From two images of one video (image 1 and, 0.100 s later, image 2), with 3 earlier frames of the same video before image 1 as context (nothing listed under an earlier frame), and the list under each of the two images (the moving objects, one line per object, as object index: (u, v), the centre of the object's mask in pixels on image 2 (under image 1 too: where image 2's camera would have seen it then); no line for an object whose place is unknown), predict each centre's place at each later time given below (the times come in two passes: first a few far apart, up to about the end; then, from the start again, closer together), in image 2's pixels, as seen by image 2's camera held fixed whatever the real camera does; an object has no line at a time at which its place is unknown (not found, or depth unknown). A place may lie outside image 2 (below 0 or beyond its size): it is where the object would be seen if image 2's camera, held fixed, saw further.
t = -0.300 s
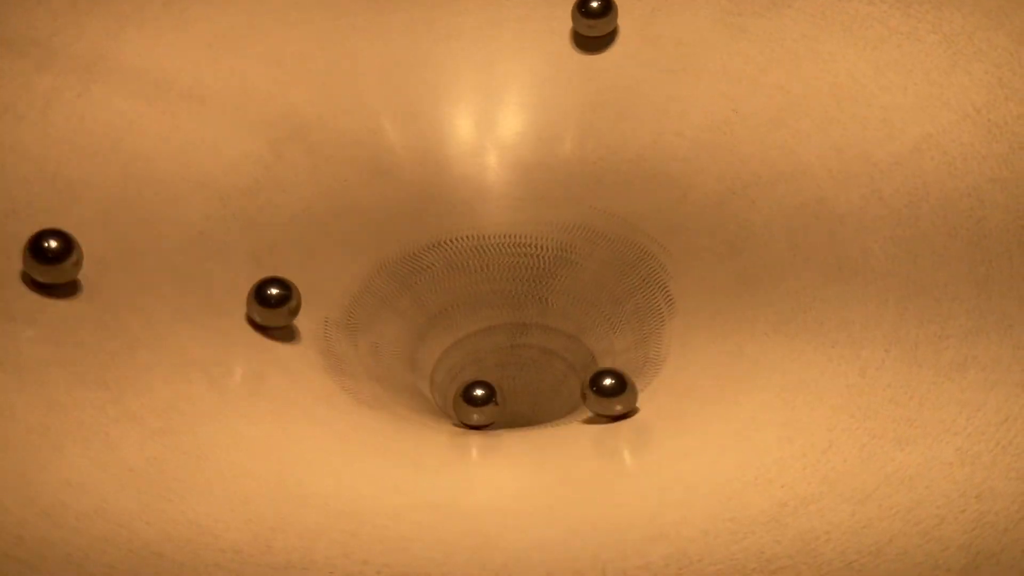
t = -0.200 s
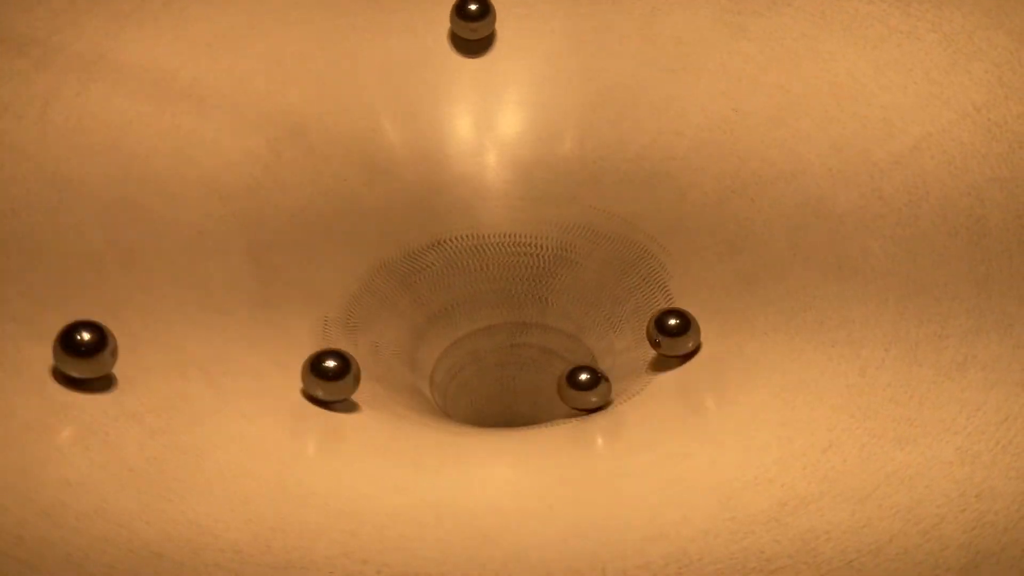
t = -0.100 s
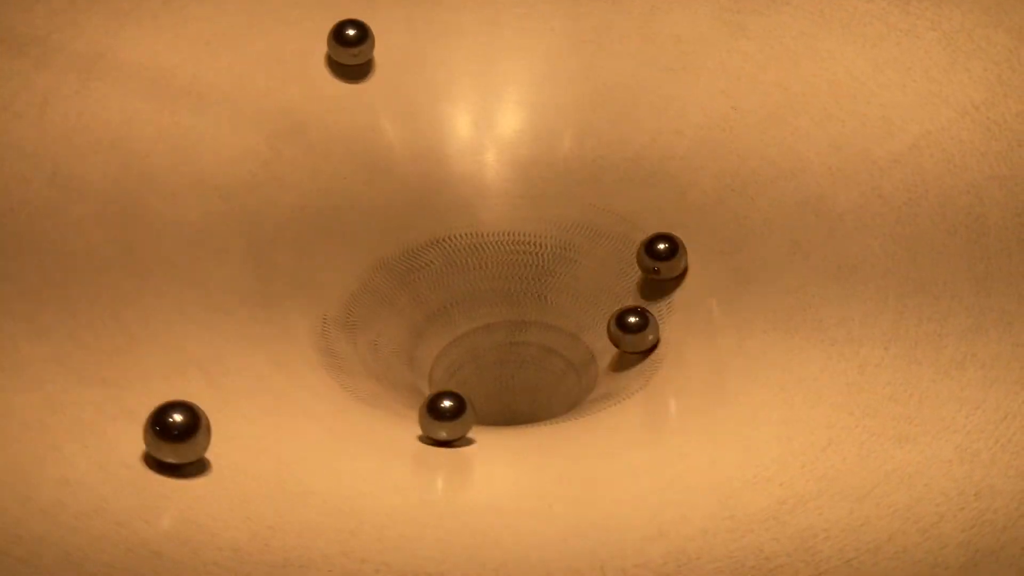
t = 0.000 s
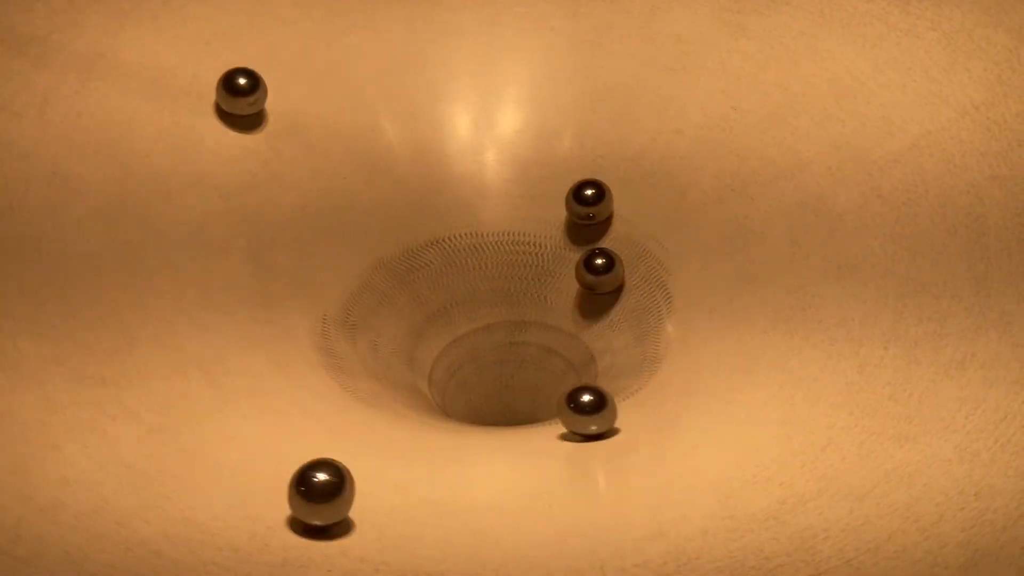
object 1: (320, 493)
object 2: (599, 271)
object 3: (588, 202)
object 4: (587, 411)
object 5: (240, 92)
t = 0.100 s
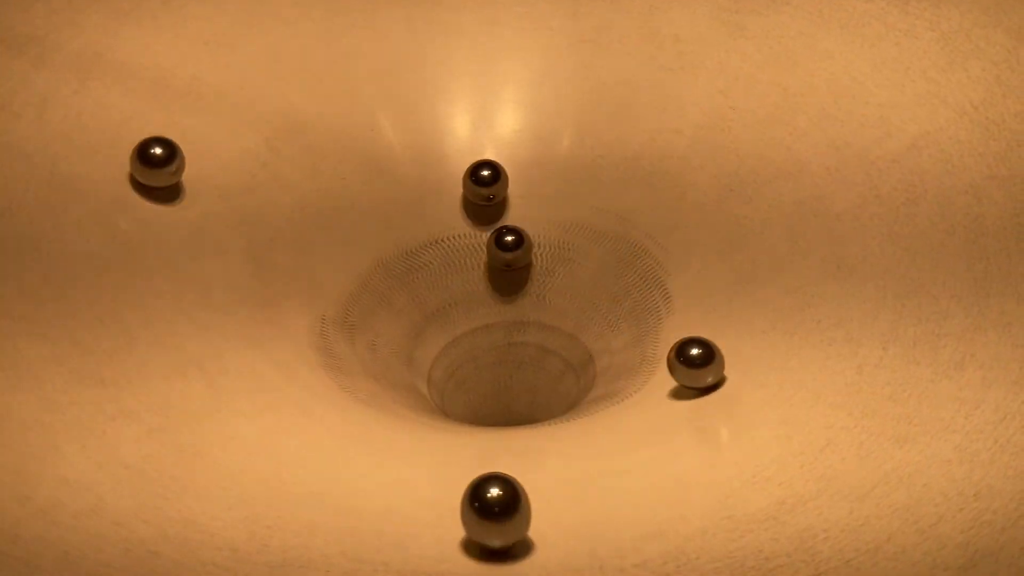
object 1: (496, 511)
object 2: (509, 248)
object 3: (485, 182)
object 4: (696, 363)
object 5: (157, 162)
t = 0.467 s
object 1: (936, 285)
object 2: (478, 404)
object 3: (348, 364)
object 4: (593, 142)
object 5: (291, 453)
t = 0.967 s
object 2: (401, 275)
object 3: (619, 196)
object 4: (315, 374)
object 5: (862, 261)
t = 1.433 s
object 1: (60, 139)
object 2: (618, 307)
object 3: (357, 362)
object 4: (723, 259)
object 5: (465, 21)
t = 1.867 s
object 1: (307, 484)
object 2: (405, 370)
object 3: (683, 257)
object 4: (333, 173)
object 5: (95, 220)
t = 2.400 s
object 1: (917, 194)
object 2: (442, 260)
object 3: (341, 356)
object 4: (625, 397)
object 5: (715, 422)
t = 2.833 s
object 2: (620, 350)
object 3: (671, 281)
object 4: (565, 131)
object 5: (774, 71)
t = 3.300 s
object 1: (81, 159)
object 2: (402, 367)
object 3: (311, 284)
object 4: (320, 364)
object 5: (268, 77)
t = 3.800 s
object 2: (469, 262)
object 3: (669, 272)
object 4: (725, 236)
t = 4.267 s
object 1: (925, 179)
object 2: (611, 353)
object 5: (867, 262)
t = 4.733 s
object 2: (410, 373)
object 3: (685, 301)
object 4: (632, 397)
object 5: (468, 33)
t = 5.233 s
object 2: (444, 264)
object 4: (468, 149)
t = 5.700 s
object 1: (603, 487)
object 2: (615, 317)
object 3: (677, 316)
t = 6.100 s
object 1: (893, 167)
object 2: (414, 372)
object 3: (372, 220)
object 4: (705, 232)
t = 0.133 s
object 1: (560, 508)
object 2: (476, 251)
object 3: (451, 185)
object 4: (719, 340)
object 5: (139, 190)
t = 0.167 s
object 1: (622, 501)
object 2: (444, 259)
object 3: (417, 190)
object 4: (735, 314)
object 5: (126, 219)
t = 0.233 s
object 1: (731, 474)
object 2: (394, 288)
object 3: (358, 212)
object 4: (744, 261)
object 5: (118, 277)
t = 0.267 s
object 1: (777, 455)
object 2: (381, 307)
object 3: (336, 229)
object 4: (738, 236)
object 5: (123, 307)
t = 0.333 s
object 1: (854, 405)
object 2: (381, 349)
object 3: (309, 271)
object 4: (708, 193)
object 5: (154, 363)
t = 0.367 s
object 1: (885, 377)
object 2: (395, 368)
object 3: (307, 295)
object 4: (686, 176)
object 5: (180, 389)
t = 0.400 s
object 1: (909, 346)
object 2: (418, 384)
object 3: (313, 319)
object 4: (659, 161)
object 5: (212, 412)
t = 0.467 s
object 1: (936, 285)
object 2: (478, 404)
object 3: (348, 364)
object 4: (593, 142)
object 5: (291, 453)
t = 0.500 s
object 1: (940, 254)
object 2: (516, 404)
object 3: (378, 383)
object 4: (558, 138)
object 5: (338, 468)
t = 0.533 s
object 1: (939, 223)
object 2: (551, 398)
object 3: (413, 398)
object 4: (520, 138)
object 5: (388, 476)
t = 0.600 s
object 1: (919, 164)
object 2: (607, 369)
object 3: (498, 409)
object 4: (445, 148)
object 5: (495, 481)
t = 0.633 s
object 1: (902, 137)
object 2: (621, 349)
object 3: (541, 406)
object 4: (408, 157)
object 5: (551, 478)
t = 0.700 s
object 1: (854, 88)
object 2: (618, 305)
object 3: (619, 381)
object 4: (342, 188)
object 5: (658, 461)
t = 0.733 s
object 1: (826, 66)
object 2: (604, 284)
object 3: (647, 361)
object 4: (316, 207)
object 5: (704, 447)
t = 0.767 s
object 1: (794, 46)
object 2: (581, 267)
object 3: (667, 335)
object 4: (294, 229)
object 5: (744, 427)
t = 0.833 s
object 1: (725, 19)
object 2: (520, 249)
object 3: (680, 281)
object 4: (271, 279)
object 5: (809, 379)
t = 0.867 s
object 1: (687, 13)
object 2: (487, 249)
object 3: (675, 256)
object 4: (270, 305)
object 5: (833, 351)
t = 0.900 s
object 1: (648, 8)
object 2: (455, 253)
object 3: (662, 233)
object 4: (277, 330)
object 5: (849, 322)
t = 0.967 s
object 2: (401, 275)
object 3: (619, 196)
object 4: (315, 374)
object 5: (862, 261)
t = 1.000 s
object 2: (384, 292)
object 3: (592, 184)
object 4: (346, 393)
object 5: (858, 231)
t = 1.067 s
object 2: (375, 333)
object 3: (529, 172)
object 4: (420, 418)
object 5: (834, 174)
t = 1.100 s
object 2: (385, 354)
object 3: (496, 172)
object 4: (462, 424)
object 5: (814, 148)
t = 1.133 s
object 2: (403, 373)
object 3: (463, 178)
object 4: (507, 424)
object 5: (791, 124)
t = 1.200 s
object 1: (274, 15)
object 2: (460, 399)
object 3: (400, 200)
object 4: (596, 412)
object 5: (733, 82)
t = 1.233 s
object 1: (236, 22)
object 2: (497, 403)
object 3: (374, 217)
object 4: (635, 400)
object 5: (700, 65)
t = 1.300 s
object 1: (165, 49)
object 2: (569, 391)
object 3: (336, 261)
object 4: (693, 362)
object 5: (626, 37)
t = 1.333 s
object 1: (133, 69)
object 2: (595, 375)
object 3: (327, 287)
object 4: (712, 338)
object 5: (586, 28)
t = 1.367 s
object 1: (104, 90)
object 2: (613, 354)
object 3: (328, 312)
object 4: (723, 312)
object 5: (546, 24)
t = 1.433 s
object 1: (60, 139)
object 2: (618, 307)
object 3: (357, 362)
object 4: (723, 259)
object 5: (465, 21)
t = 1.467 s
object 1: (44, 167)
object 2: (606, 285)
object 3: (384, 382)
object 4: (713, 234)
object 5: (425, 21)
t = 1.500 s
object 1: (33, 196)
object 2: (585, 267)
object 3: (417, 398)
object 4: (695, 211)
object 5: (384, 23)
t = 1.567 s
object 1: (30, 256)
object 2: (528, 246)
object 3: (497, 412)
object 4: (646, 173)
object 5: (307, 34)
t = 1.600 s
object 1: (34, 286)
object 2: (497, 244)
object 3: (540, 409)
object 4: (615, 159)
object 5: (270, 45)
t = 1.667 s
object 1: (63, 346)
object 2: (436, 255)
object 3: (617, 388)
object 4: (544, 141)
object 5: (204, 75)
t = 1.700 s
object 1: (88, 376)
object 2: (411, 268)
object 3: (647, 371)
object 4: (507, 137)
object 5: (175, 94)
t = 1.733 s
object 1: (121, 403)
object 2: (392, 285)
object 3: (670, 350)
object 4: (469, 138)
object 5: (149, 115)
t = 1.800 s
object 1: (204, 450)
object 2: (379, 328)
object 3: (692, 303)
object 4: (397, 149)
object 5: (112, 163)
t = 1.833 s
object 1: (254, 469)
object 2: (387, 350)
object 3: (692, 279)
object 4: (364, 159)
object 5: (101, 191)
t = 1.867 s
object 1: (307, 484)
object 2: (405, 370)
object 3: (683, 257)
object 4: (333, 173)
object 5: (95, 220)
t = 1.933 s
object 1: (424, 497)
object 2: (463, 398)
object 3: (648, 220)
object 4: (286, 209)
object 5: (103, 277)
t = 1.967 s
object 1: (485, 498)
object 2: (499, 403)
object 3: (622, 206)
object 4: (270, 231)
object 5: (116, 306)
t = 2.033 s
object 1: (612, 487)
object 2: (572, 390)
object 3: (557, 192)
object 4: (258, 282)
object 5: (163, 362)
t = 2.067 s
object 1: (669, 475)
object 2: (599, 373)
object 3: (521, 192)
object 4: (262, 307)
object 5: (195, 387)
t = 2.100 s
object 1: (721, 459)
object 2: (616, 352)
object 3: (485, 195)
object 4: (275, 331)
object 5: (234, 410)
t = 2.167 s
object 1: (809, 414)
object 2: (621, 306)
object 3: (415, 213)
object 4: (325, 376)
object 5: (329, 447)
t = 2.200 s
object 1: (844, 385)
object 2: (610, 285)
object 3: (384, 228)
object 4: (359, 394)
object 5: (383, 457)
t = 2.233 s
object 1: (873, 354)
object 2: (590, 267)
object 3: (358, 245)
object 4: (399, 408)
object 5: (439, 461)
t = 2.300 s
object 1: (910, 291)
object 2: (535, 248)
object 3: (327, 288)
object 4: (488, 420)
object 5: (557, 458)
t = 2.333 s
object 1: (919, 258)
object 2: (504, 247)
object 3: (323, 311)
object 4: (536, 418)
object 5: (615, 450)
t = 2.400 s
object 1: (917, 194)
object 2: (442, 260)
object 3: (341, 356)
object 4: (625, 397)
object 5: (715, 422)
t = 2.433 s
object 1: (908, 163)
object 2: (417, 274)
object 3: (362, 375)
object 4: (660, 379)
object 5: (756, 400)
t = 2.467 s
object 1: (894, 134)
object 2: (398, 292)
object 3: (389, 391)
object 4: (688, 357)
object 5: (792, 374)
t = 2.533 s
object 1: (853, 82)
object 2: (386, 336)
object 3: (458, 410)
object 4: (722, 303)
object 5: (844, 315)
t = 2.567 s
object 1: (827, 60)
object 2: (396, 358)
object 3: (498, 413)
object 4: (727, 275)
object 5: (860, 284)
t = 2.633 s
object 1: (768, 25)
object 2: (441, 391)
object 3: (578, 403)
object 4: (717, 222)
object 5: (870, 222)
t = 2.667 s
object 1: (735, 17)
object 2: (473, 400)
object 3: (612, 391)
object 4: (702, 199)
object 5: (866, 192)
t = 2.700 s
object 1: (700, 11)
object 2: (511, 402)
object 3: (640, 375)
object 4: (682, 178)
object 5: (856, 164)
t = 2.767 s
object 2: (581, 387)
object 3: (672, 330)
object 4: (630, 147)
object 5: (823, 113)
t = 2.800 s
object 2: (605, 371)
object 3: (676, 306)
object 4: (599, 137)
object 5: (800, 91)
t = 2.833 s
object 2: (620, 350)
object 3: (671, 281)
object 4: (565, 131)
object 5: (774, 71)
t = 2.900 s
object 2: (621, 306)
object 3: (639, 237)
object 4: (495, 129)
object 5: (715, 39)
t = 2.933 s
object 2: (608, 287)
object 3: (614, 219)
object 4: (459, 134)
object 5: (681, 29)
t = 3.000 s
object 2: (560, 261)
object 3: (550, 196)
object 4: (391, 155)
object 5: (610, 21)
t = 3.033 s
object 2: (528, 255)
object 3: (513, 191)
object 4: (360, 170)
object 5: (571, 19)
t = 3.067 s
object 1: (275, 17)
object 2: (495, 255)
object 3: (477, 191)
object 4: (333, 189)
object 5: (532, 19)
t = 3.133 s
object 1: (205, 35)
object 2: (433, 271)
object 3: (409, 200)
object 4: (294, 234)
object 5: (454, 22)
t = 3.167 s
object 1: (173, 56)
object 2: (409, 287)
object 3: (379, 212)
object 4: (283, 261)
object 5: (414, 27)
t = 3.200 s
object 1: (144, 79)
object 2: (393, 306)
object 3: (353, 226)
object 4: (280, 288)
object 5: (376, 33)
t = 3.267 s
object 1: (98, 131)
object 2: (390, 348)
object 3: (319, 263)
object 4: (298, 340)
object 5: (302, 59)
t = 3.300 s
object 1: (81, 159)
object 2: (402, 367)
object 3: (311, 284)
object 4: (320, 364)
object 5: (268, 77)
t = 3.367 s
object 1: (62, 220)
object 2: (452, 394)
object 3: (320, 330)
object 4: (383, 400)
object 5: (208, 119)
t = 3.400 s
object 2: (485, 401)
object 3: (338, 353)
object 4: (422, 411)
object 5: (183, 145)
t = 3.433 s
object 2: (521, 401)
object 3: (362, 372)
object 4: (466, 419)
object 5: (162, 172)
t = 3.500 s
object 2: (588, 380)
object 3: (429, 399)
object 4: (560, 417)
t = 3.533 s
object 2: (607, 364)
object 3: (470, 406)
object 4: (604, 409)
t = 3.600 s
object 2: (620, 324)
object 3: (558, 403)
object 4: (675, 380)
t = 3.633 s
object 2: (611, 303)
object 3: (598, 391)
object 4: (701, 359)
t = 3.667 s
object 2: (592, 285)
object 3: (628, 373)
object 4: (720, 335)
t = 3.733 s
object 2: (536, 263)
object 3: (666, 325)
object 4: (737, 285)
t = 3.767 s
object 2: (503, 260)
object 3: (672, 299)
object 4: (735, 260)
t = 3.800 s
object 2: (469, 262)
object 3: (669, 272)
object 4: (725, 236)
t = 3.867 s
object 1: (642, 492)
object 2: (412, 282)
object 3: (642, 225)
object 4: (689, 194)
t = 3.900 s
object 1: (695, 479)
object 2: (394, 299)
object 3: (620, 206)
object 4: (664, 178)
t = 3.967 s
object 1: (789, 441)
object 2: (384, 339)
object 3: (561, 184)
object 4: (604, 153)
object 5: (612, 468)
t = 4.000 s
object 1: (829, 416)
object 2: (393, 358)
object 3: (528, 179)
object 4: (570, 146)
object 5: (662, 458)
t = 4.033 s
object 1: (864, 389)
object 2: (411, 375)
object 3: (493, 179)
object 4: (534, 142)
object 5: (707, 444)
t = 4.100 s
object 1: (913, 329)
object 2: (469, 399)
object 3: (425, 192)
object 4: (460, 147)
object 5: (783, 401)
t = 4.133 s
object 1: (927, 299)
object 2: (504, 402)
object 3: (395, 204)
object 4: (424, 155)
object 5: (813, 376)
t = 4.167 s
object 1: (936, 268)
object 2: (541, 399)
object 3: (368, 220)
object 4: (390, 165)
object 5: (836, 349)
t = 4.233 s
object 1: (935, 208)
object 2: (597, 373)
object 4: (332, 197)
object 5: (863, 291)
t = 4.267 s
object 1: (925, 179)
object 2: (611, 353)
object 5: (867, 262)
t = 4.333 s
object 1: (892, 125)
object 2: (607, 307)
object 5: (855, 205)
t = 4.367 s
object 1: (869, 100)
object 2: (590, 287)
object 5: (840, 178)
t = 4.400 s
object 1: (842, 78)
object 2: (566, 271)
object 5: (820, 153)
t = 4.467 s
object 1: (780, 41)
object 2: (504, 257)
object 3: (448, 405)
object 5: (769, 109)
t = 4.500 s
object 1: (744, 31)
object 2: (471, 258)
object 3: (489, 411)
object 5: (738, 90)
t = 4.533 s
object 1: (707, 24)
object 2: (440, 265)
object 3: (533, 411)
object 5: (705, 74)
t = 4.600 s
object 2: (397, 293)
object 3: (612, 391)
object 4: (460, 419)
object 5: (632, 49)
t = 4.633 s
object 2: (386, 312)
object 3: (641, 373)
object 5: (592, 40)
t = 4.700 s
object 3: (678, 326)
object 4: (594, 411)
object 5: (509, 33)
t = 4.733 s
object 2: (410, 373)
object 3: (685, 301)
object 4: (632, 397)
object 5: (468, 33)
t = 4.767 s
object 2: (435, 388)
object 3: (683, 276)
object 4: (665, 378)
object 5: (426, 34)
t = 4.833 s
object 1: (337, 18)
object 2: (503, 402)
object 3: (658, 232)
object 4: (708, 332)
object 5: (344, 44)
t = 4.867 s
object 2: (541, 400)
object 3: (637, 216)
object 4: (719, 306)
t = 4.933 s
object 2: (598, 371)
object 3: (580, 192)
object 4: (718, 254)
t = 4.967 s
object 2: (611, 349)
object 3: (546, 188)
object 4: (707, 231)
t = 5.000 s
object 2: (613, 325)
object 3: (510, 187)
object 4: (690, 208)
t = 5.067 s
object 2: (589, 282)
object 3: (439, 199)
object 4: (642, 174)
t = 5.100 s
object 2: (565, 267)
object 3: (406, 211)
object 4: (611, 161)
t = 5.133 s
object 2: (536, 258)
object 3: (377, 226)
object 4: (578, 152)
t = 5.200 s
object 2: (473, 256)
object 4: (505, 146)
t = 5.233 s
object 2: (444, 264)
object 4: (468, 149)
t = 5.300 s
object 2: (401, 295)
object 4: (397, 166)
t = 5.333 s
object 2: (391, 316)
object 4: (365, 178)
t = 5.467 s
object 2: (442, 388)
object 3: (473, 409)
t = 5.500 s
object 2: (476, 400)
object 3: (515, 411)
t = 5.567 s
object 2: (551, 395)
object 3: (596, 398)
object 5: (517, 462)
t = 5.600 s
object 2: (582, 381)
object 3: (628, 383)
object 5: (575, 457)
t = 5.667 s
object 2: (615, 340)
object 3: (669, 341)
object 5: (677, 434)
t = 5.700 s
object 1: (603, 487)
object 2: (615, 317)
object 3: (677, 316)
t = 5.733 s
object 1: (658, 477)
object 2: (605, 296)
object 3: (678, 291)
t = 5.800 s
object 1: (755, 440)
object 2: (562, 266)
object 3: (655, 245)
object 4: (538, 418)
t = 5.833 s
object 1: (796, 416)
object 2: (532, 259)
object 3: (634, 226)
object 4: (583, 411)
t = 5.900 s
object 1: (860, 358)
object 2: (468, 264)
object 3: (576, 200)
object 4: (656, 382)
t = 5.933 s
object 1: (881, 326)
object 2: (439, 274)
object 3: (541, 193)
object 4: (683, 360)
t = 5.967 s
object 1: (897, 294)
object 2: (416, 289)
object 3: (505, 190)
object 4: (703, 336)
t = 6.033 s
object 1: (906, 230)
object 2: (395, 330)
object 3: (434, 198)
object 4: (719, 283)
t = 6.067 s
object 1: (903, 198)
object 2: (399, 352)
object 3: (402, 208)
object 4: (716, 257)
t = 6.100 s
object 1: (893, 167)
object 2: (414, 372)
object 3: (372, 220)
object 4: (705, 232)
